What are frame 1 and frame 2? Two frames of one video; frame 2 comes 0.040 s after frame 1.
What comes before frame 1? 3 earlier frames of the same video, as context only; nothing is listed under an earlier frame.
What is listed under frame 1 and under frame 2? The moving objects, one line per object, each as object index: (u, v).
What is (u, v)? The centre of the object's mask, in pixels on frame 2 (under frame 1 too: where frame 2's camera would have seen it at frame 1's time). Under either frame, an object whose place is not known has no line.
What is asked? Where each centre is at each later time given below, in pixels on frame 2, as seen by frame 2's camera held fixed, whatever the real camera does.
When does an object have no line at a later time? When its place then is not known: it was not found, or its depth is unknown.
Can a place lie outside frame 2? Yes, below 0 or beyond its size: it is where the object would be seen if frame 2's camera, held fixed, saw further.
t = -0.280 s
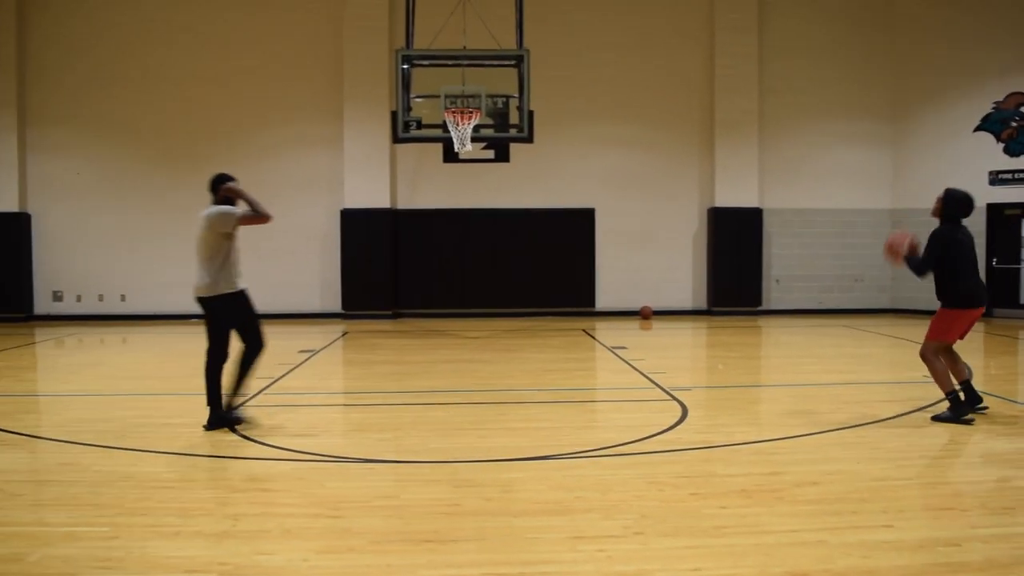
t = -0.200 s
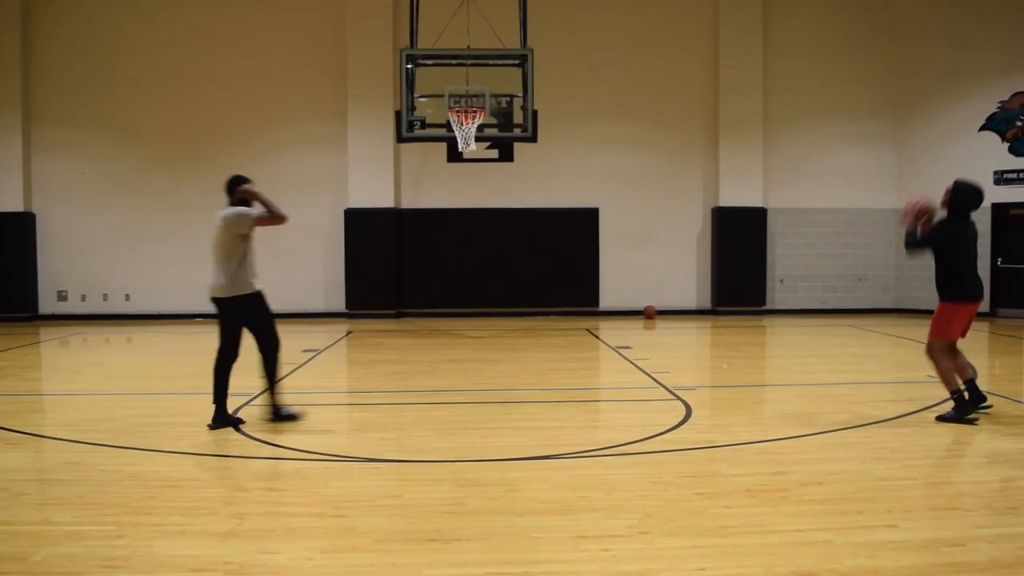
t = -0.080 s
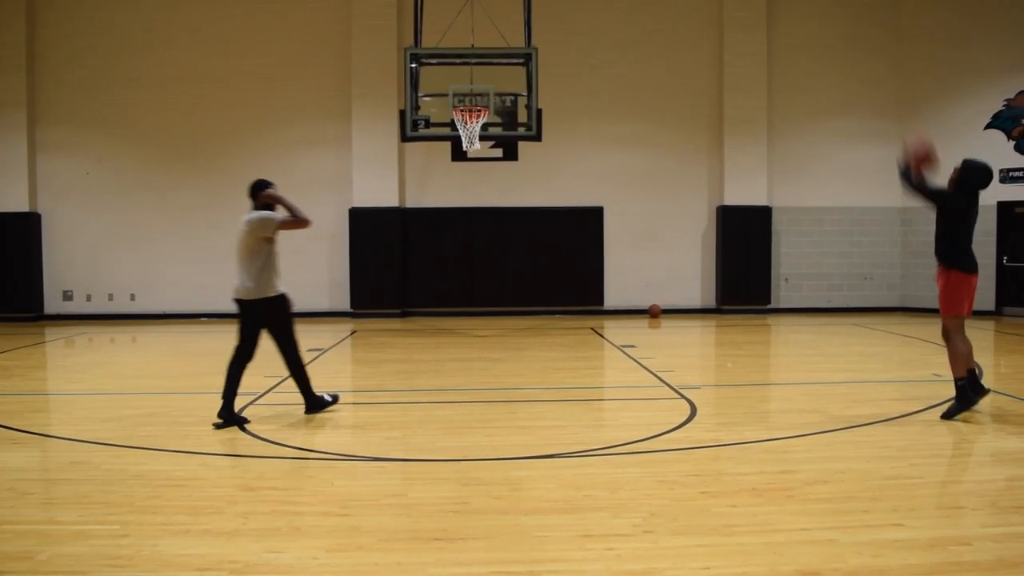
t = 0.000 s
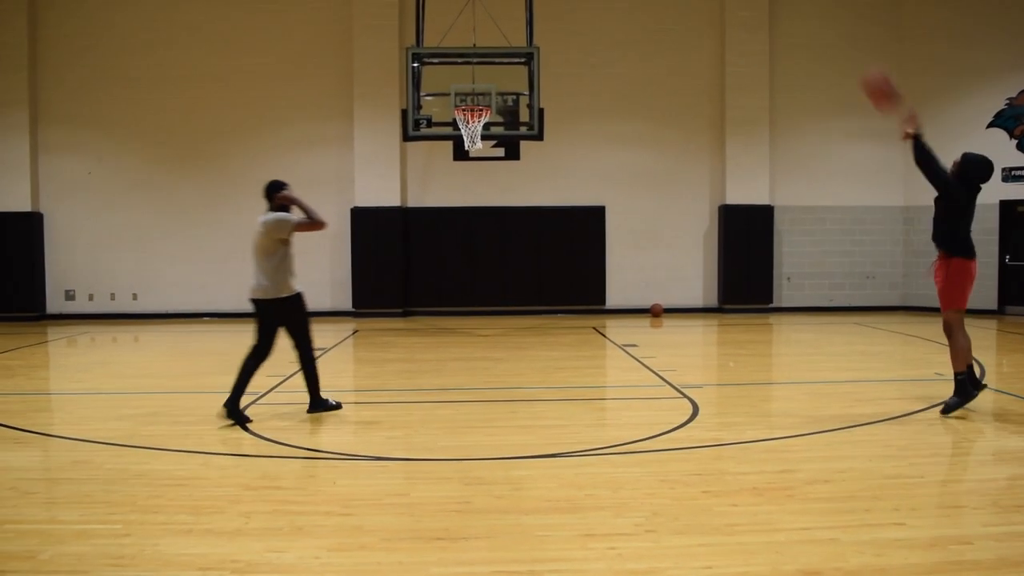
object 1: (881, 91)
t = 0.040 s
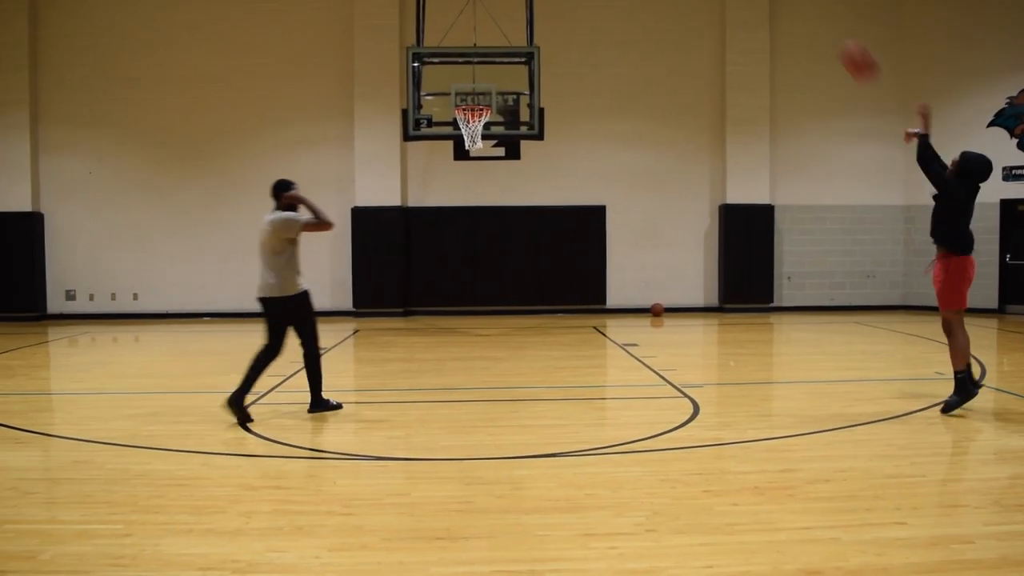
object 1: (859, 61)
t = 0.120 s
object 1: (816, 15)
